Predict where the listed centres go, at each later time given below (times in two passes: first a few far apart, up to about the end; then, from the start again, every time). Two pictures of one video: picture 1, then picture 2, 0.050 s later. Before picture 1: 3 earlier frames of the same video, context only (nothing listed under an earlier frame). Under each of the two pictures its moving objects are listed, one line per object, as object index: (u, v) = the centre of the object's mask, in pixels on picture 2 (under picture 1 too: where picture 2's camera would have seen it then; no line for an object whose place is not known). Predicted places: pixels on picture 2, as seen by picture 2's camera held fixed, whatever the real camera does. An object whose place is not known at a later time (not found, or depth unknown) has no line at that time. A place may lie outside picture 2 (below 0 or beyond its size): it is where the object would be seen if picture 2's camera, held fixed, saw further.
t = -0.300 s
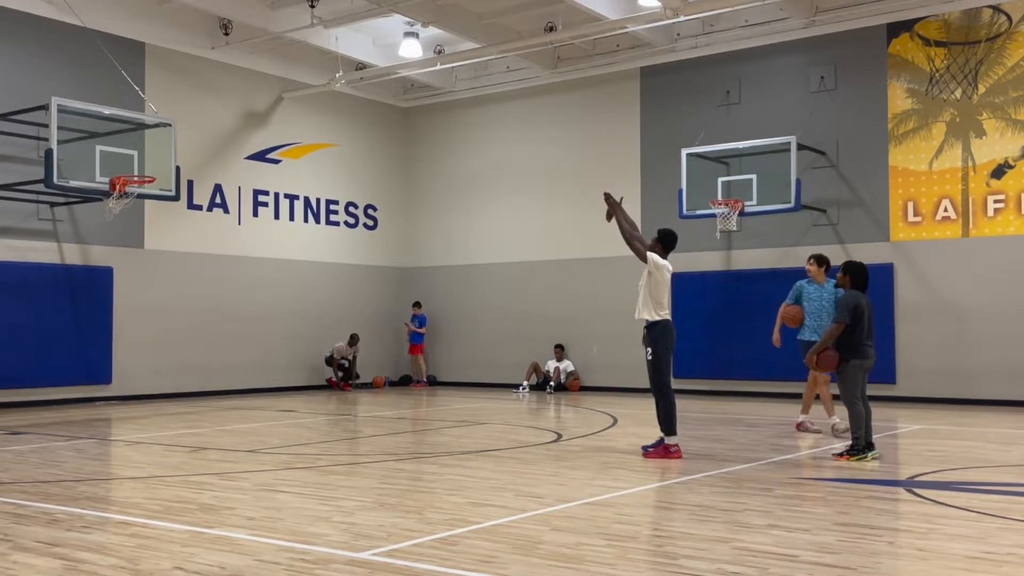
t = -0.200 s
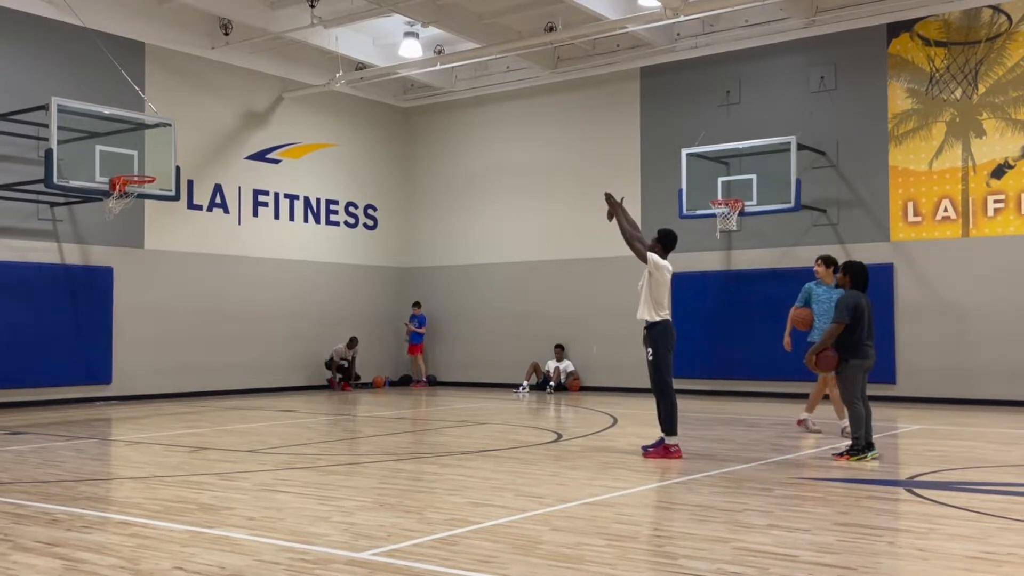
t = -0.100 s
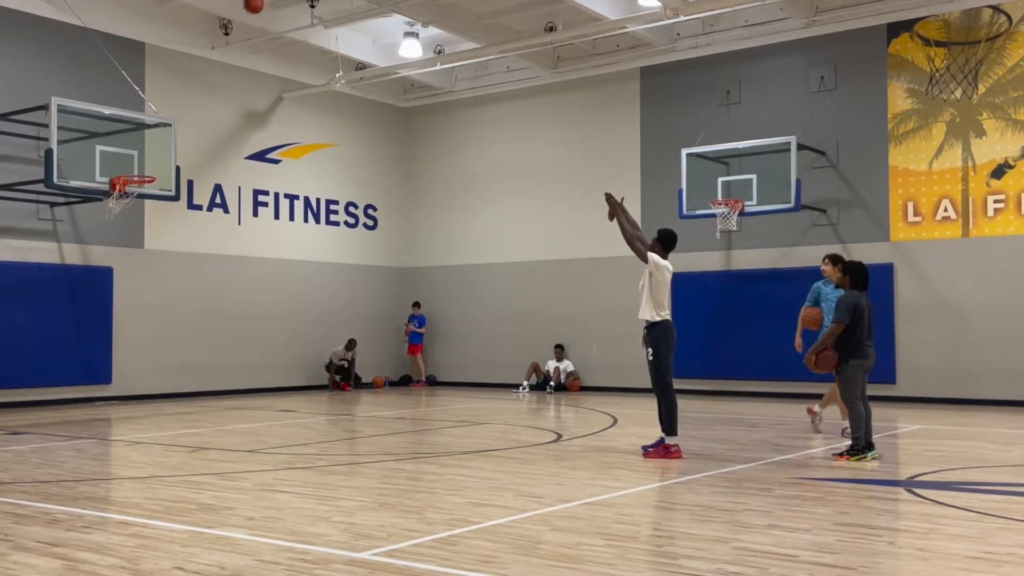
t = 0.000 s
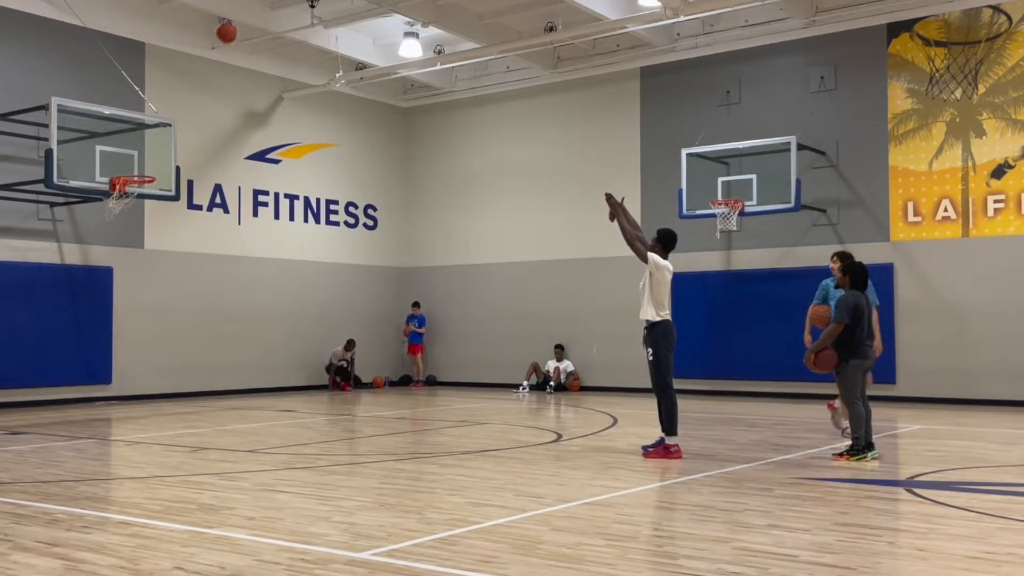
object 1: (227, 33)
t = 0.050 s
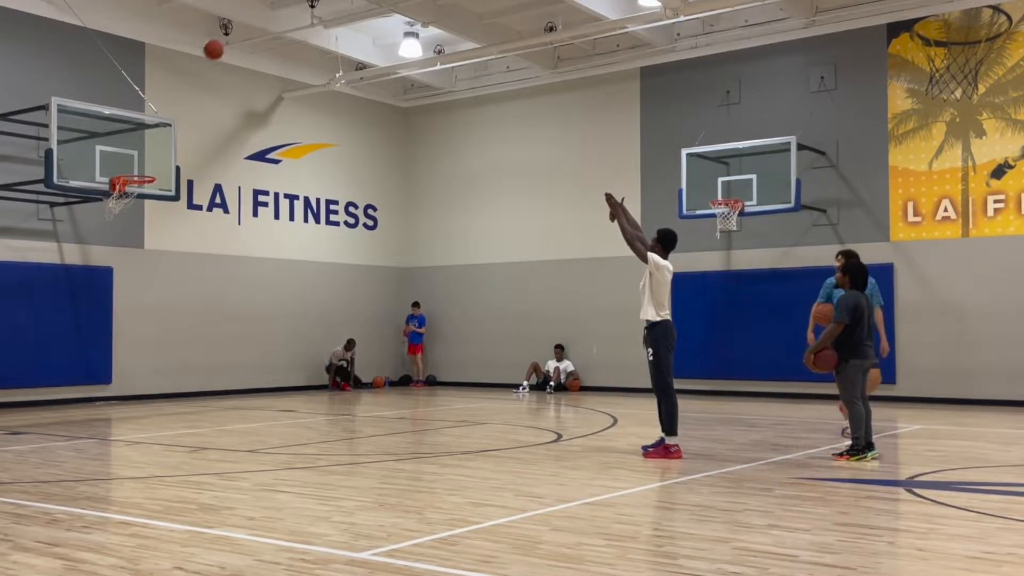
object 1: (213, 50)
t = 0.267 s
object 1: (160, 141)
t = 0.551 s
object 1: (136, 199)
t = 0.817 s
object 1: (146, 272)
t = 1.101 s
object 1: (156, 418)
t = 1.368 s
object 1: (160, 316)
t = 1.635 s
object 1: (163, 273)
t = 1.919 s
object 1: (165, 297)
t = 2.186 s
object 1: (166, 389)
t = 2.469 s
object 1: (169, 361)
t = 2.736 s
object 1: (172, 334)
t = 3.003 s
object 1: (174, 379)
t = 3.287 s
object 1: (176, 398)
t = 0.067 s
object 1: (209, 56)
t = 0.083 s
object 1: (205, 62)
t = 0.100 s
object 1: (201, 68)
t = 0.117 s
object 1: (197, 75)
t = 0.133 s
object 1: (192, 81)
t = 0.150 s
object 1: (189, 88)
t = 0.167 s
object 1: (184, 95)
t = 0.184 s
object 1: (180, 103)
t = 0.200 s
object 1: (176, 110)
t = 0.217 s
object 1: (172, 118)
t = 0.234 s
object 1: (168, 126)
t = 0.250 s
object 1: (164, 133)
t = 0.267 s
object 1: (160, 141)
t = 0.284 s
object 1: (156, 149)
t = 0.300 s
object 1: (152, 157)
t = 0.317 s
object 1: (148, 166)
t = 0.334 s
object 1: (145, 171)
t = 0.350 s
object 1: (142, 172)
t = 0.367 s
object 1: (138, 177)
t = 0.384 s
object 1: (136, 179)
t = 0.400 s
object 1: (132, 182)
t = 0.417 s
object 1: (130, 188)
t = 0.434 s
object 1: (131, 189)
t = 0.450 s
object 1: (131, 189)
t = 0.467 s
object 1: (132, 189)
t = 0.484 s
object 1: (132, 189)
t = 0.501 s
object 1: (134, 190)
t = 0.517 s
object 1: (134, 192)
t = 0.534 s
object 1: (135, 194)
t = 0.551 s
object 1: (136, 199)
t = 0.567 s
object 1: (136, 201)
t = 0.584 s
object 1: (137, 204)
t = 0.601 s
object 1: (138, 207)
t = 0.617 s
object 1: (138, 211)
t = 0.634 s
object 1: (139, 215)
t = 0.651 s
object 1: (139, 219)
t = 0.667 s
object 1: (140, 223)
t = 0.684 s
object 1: (141, 228)
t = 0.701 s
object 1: (142, 232)
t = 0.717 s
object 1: (142, 237)
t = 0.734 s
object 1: (143, 243)
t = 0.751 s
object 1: (143, 248)
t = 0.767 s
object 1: (144, 253)
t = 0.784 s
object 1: (144, 259)
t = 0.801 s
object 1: (145, 266)
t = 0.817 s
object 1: (146, 272)
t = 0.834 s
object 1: (146, 279)
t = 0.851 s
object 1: (147, 286)
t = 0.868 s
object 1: (148, 293)
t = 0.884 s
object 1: (148, 300)
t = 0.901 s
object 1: (149, 308)
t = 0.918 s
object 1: (150, 316)
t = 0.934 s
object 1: (150, 324)
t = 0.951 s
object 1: (151, 332)
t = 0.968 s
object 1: (152, 341)
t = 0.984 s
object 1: (152, 350)
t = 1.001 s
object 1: (153, 359)
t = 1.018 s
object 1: (153, 369)
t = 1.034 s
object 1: (154, 378)
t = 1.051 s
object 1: (155, 389)
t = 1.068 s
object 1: (155, 398)
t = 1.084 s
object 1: (156, 409)
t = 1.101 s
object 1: (156, 418)
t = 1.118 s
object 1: (157, 409)
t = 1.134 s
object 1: (157, 402)
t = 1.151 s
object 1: (157, 394)
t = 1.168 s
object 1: (157, 387)
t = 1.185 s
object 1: (158, 380)
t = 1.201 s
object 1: (158, 373)
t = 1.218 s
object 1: (158, 366)
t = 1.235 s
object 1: (158, 360)
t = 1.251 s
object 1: (158, 353)
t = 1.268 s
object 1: (159, 348)
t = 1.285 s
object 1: (159, 341)
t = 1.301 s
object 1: (159, 336)
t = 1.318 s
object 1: (159, 331)
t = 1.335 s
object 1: (160, 326)
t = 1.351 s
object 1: (160, 321)
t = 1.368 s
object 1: (160, 316)
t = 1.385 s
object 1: (160, 312)
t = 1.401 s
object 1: (160, 308)
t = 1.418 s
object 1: (160, 304)
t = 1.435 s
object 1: (161, 300)
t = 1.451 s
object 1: (161, 296)
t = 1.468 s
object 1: (161, 293)
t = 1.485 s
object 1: (161, 290)
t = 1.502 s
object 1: (161, 287)
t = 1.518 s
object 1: (161, 285)
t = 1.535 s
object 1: (161, 283)
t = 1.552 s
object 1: (162, 280)
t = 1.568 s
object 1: (162, 278)
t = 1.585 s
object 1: (162, 277)
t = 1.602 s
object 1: (162, 276)
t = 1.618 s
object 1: (162, 274)
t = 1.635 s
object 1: (163, 273)
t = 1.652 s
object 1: (163, 273)
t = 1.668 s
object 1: (163, 273)
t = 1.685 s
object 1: (163, 273)
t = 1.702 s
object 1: (163, 273)
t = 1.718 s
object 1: (163, 273)
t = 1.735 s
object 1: (163, 274)
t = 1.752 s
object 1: (163, 274)
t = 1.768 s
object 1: (163, 276)
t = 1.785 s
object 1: (164, 277)
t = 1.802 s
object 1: (164, 279)
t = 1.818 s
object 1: (164, 280)
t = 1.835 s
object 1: (164, 283)
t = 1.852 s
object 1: (164, 285)
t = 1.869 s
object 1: (164, 288)
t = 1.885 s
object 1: (164, 291)
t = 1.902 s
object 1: (164, 294)
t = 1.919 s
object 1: (165, 297)
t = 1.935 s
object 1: (165, 301)
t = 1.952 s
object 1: (165, 305)
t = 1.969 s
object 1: (165, 309)
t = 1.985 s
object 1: (165, 314)
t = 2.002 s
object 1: (165, 319)
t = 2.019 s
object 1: (165, 324)
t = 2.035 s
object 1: (165, 329)
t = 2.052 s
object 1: (165, 334)
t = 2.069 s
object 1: (165, 340)
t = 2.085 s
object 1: (165, 346)
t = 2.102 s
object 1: (165, 353)
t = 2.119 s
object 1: (165, 360)
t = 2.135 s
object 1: (165, 367)
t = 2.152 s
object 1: (166, 374)
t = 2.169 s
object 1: (166, 381)
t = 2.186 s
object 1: (166, 389)
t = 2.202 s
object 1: (166, 398)
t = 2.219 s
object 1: (166, 406)
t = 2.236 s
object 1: (166, 415)
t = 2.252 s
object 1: (166, 424)
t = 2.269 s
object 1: (166, 425)
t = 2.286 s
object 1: (166, 418)
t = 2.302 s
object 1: (167, 412)
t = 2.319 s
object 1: (167, 406)
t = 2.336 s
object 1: (167, 400)
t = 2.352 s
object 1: (167, 394)
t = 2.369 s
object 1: (167, 389)
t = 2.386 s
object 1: (168, 384)
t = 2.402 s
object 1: (168, 378)
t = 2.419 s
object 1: (168, 374)
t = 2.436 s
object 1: (169, 369)
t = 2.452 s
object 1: (169, 365)
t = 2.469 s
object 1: (169, 361)
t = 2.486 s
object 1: (169, 357)
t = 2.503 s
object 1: (169, 354)
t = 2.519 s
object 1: (169, 351)
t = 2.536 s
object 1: (170, 348)
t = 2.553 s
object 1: (170, 345)
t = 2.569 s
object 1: (170, 343)
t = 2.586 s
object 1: (170, 341)
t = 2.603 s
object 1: (170, 339)
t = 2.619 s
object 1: (171, 337)
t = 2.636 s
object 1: (171, 336)
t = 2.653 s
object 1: (171, 335)
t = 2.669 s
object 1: (171, 334)
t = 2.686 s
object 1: (171, 334)
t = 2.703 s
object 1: (171, 334)
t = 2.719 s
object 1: (172, 334)
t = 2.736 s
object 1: (172, 334)
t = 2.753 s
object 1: (172, 334)
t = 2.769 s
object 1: (172, 335)
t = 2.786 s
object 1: (172, 337)
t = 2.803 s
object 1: (173, 338)
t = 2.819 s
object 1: (173, 340)
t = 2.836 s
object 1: (173, 342)
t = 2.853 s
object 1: (173, 344)
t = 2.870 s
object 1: (173, 347)
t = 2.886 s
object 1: (173, 350)
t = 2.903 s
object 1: (173, 353)
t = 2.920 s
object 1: (174, 357)
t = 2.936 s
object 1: (174, 360)
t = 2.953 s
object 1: (174, 364)
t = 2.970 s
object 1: (174, 369)
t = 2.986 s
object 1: (174, 373)
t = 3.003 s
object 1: (174, 379)
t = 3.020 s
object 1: (175, 384)
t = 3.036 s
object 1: (175, 389)
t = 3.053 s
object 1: (175, 395)
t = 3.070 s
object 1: (175, 402)
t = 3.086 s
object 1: (175, 408)
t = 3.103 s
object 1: (175, 416)
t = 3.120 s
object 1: (175, 423)
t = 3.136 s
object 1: (175, 430)
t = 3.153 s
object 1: (175, 438)
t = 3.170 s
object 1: (175, 432)
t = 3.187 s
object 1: (176, 427)
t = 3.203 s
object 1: (176, 421)
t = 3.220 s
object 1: (176, 416)
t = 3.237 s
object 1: (176, 411)
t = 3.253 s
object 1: (176, 406)
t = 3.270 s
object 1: (176, 402)
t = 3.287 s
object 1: (176, 398)
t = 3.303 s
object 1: (176, 394)
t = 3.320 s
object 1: (176, 391)
